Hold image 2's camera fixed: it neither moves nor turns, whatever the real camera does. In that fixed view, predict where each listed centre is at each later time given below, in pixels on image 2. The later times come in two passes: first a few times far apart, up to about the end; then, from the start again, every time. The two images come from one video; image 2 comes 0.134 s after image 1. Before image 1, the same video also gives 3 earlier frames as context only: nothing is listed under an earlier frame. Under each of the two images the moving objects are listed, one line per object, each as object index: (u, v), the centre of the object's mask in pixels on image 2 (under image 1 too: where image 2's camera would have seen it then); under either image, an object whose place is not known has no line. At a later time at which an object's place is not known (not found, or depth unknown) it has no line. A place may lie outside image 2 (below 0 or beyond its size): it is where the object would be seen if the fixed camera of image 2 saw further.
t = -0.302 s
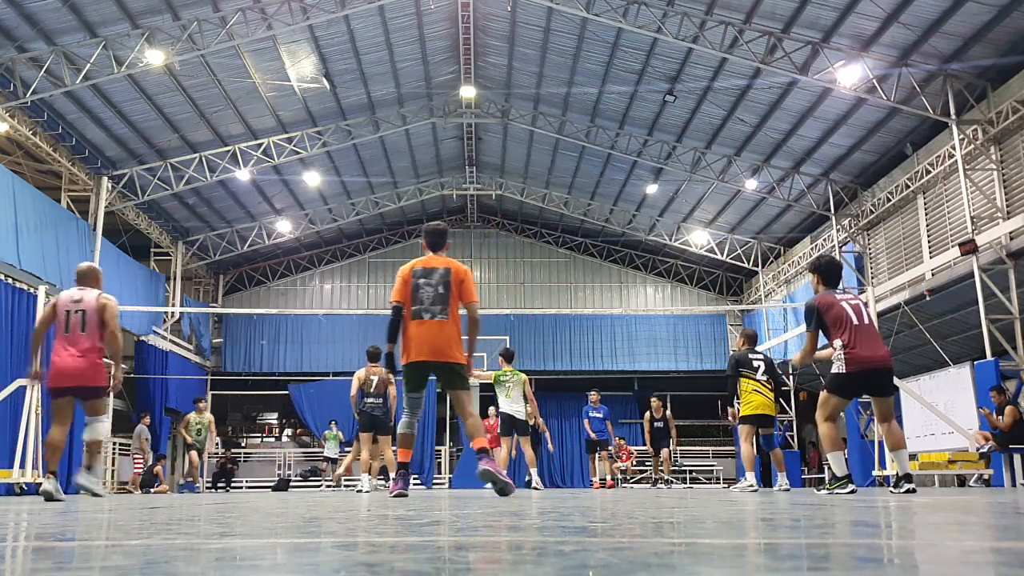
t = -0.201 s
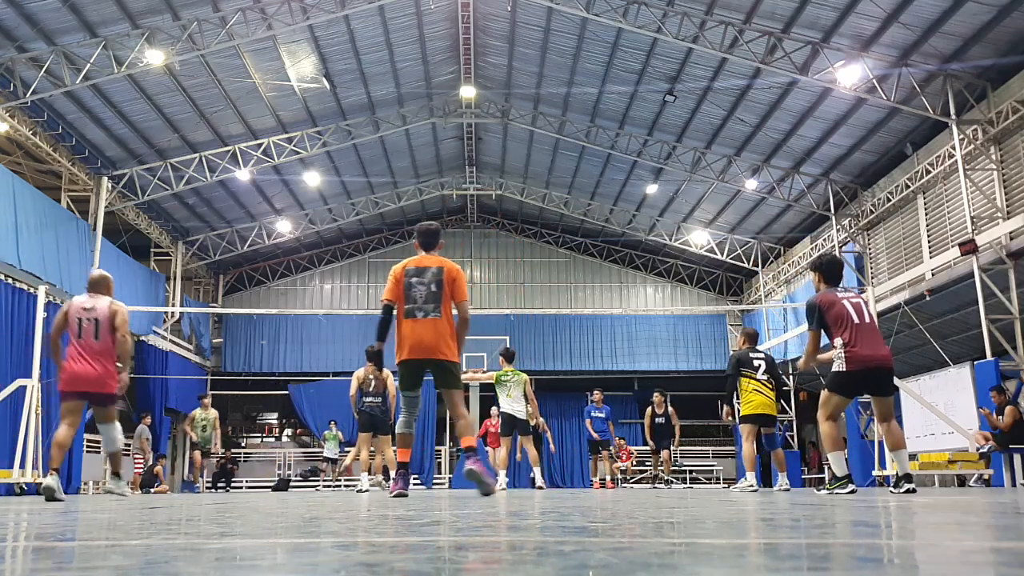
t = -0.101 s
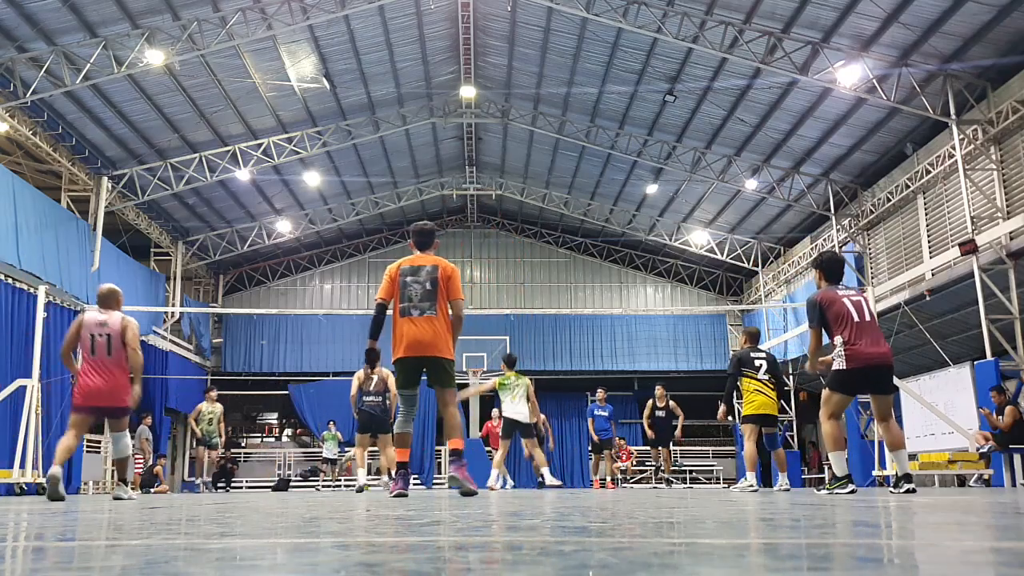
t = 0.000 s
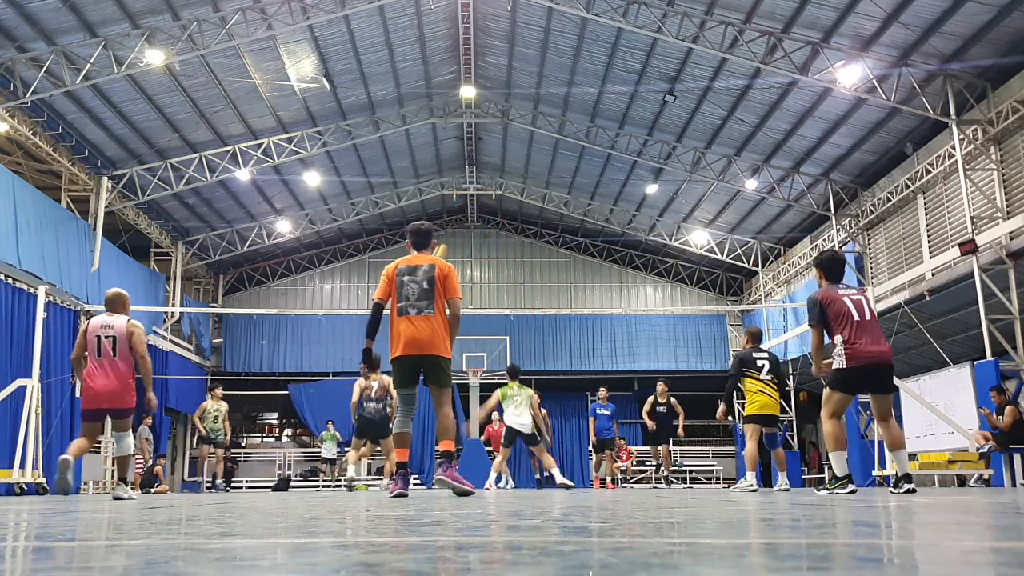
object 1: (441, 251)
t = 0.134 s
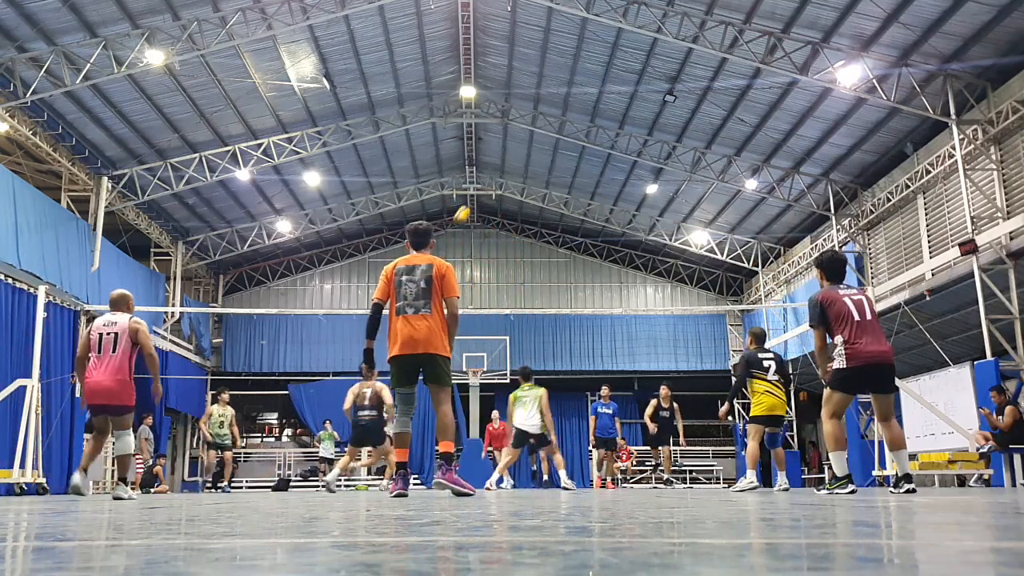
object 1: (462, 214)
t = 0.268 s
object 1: (485, 185)
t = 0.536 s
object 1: (528, 163)
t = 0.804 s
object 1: (572, 181)
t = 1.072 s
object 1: (617, 245)
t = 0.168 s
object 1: (467, 206)
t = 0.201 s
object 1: (473, 198)
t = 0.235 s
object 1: (479, 191)
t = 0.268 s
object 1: (485, 185)
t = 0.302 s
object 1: (490, 180)
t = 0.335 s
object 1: (495, 175)
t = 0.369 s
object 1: (500, 172)
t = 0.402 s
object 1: (506, 168)
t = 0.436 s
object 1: (512, 167)
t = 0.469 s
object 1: (517, 165)
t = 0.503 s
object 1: (522, 163)
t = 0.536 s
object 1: (528, 163)
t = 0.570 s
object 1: (534, 163)
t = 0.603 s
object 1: (539, 163)
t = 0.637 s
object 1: (545, 165)
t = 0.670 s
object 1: (550, 167)
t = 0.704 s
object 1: (555, 170)
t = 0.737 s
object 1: (561, 173)
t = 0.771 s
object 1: (566, 177)
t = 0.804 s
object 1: (572, 181)
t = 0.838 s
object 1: (578, 186)
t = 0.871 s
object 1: (583, 193)
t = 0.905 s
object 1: (588, 199)
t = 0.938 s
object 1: (594, 207)
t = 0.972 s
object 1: (600, 215)
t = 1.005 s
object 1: (605, 224)
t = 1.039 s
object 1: (611, 233)
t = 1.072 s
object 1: (617, 245)
